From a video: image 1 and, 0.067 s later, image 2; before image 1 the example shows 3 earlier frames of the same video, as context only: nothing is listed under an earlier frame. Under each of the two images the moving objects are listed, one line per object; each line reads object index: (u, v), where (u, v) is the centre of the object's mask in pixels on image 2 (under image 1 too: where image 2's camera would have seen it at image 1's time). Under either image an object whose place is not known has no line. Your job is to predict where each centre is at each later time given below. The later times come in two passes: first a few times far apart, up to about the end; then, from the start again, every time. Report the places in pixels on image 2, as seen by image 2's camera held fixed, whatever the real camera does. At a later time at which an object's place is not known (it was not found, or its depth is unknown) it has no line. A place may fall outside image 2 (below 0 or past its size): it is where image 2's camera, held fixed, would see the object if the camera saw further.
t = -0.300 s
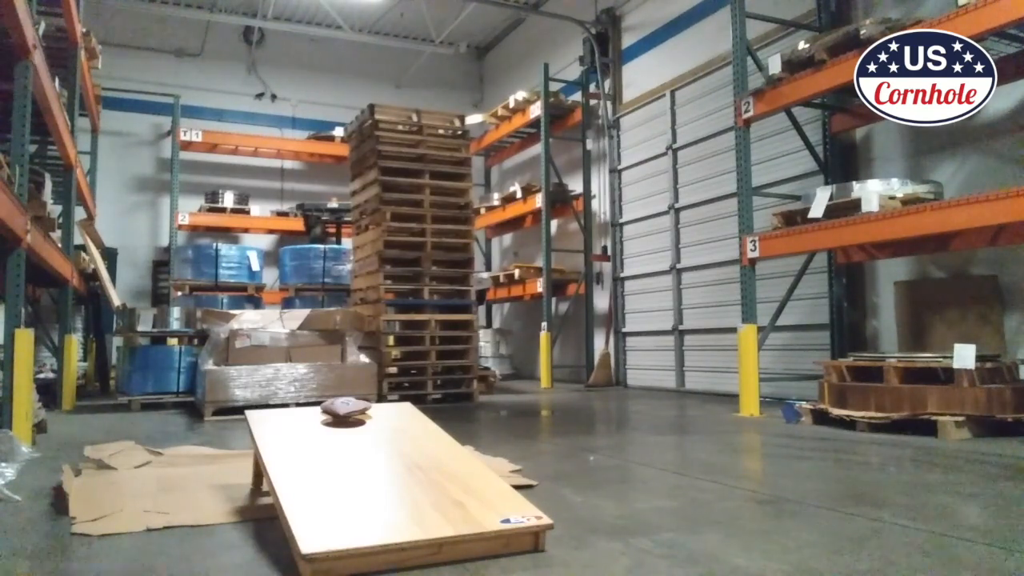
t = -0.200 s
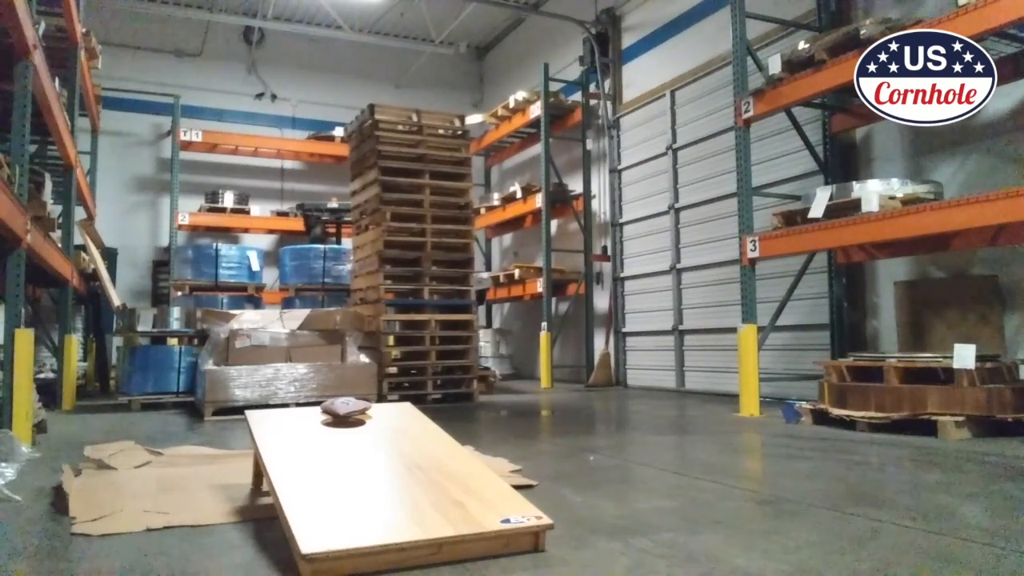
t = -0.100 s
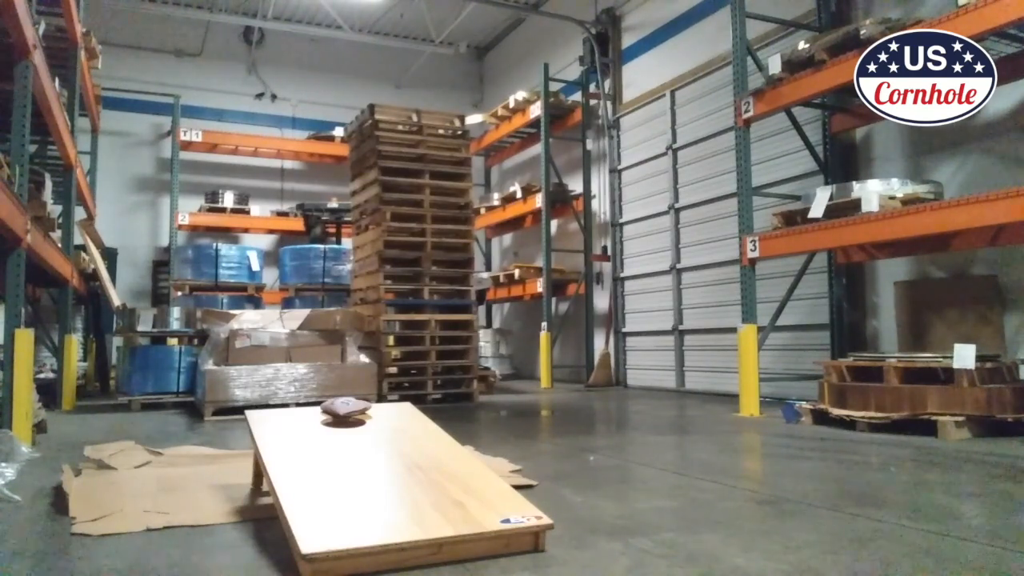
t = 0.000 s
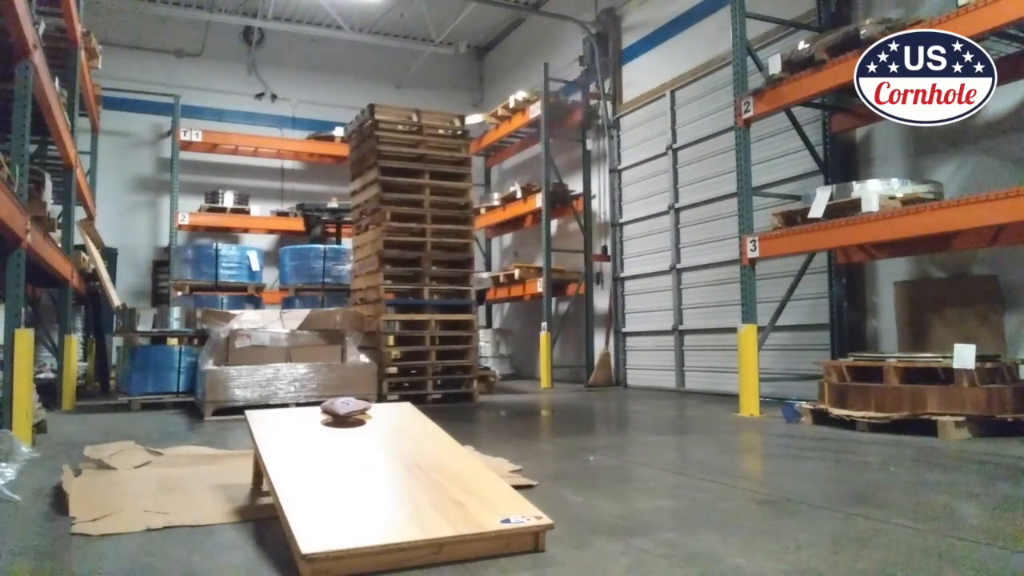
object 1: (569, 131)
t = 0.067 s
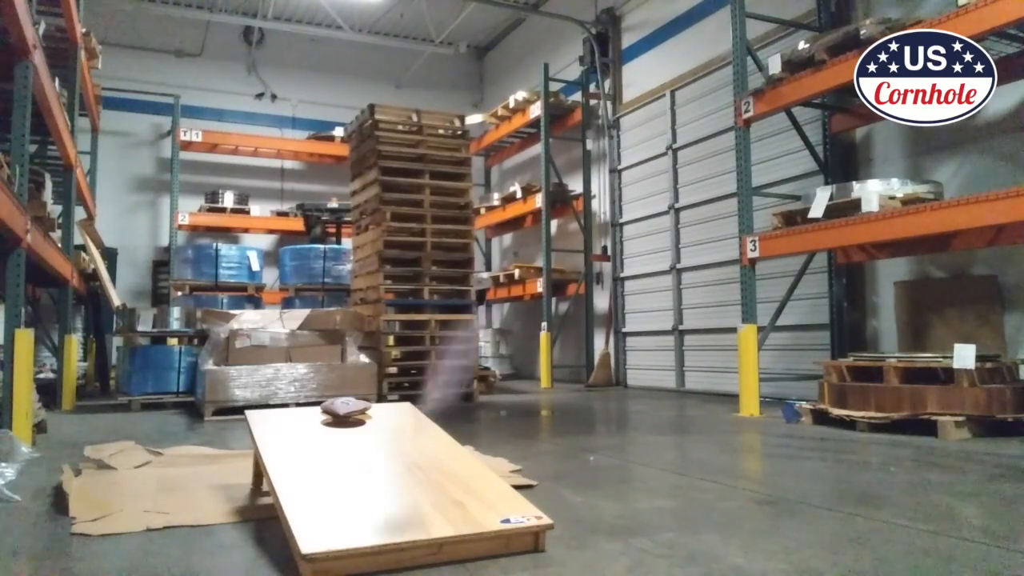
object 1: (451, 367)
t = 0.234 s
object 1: (376, 450)
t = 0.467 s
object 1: (346, 419)
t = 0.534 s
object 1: (346, 420)
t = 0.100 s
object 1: (418, 460)
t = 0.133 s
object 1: (399, 479)
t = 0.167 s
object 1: (389, 465)
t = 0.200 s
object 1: (382, 456)
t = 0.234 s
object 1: (376, 450)
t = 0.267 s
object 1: (370, 443)
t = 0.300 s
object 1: (364, 437)
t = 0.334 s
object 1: (360, 431)
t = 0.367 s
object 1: (356, 426)
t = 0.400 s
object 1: (352, 423)
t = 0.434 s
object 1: (348, 420)
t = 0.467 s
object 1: (346, 419)
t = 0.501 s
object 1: (345, 419)
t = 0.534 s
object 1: (346, 420)
